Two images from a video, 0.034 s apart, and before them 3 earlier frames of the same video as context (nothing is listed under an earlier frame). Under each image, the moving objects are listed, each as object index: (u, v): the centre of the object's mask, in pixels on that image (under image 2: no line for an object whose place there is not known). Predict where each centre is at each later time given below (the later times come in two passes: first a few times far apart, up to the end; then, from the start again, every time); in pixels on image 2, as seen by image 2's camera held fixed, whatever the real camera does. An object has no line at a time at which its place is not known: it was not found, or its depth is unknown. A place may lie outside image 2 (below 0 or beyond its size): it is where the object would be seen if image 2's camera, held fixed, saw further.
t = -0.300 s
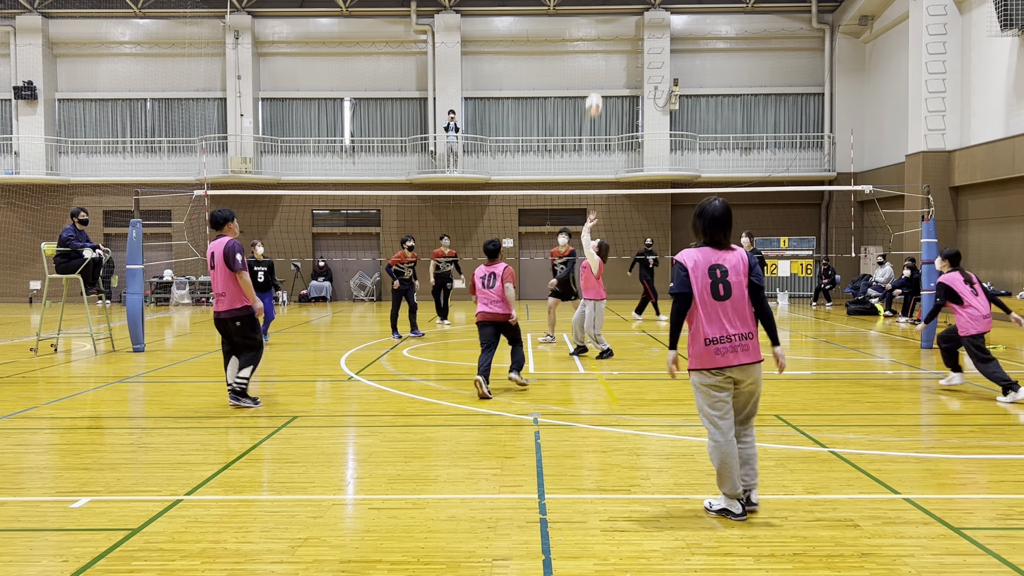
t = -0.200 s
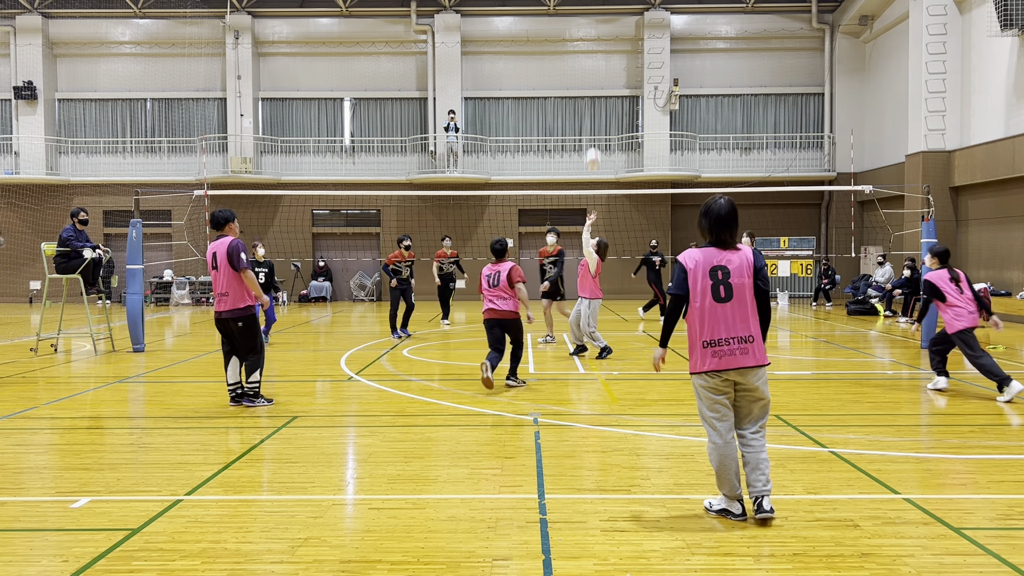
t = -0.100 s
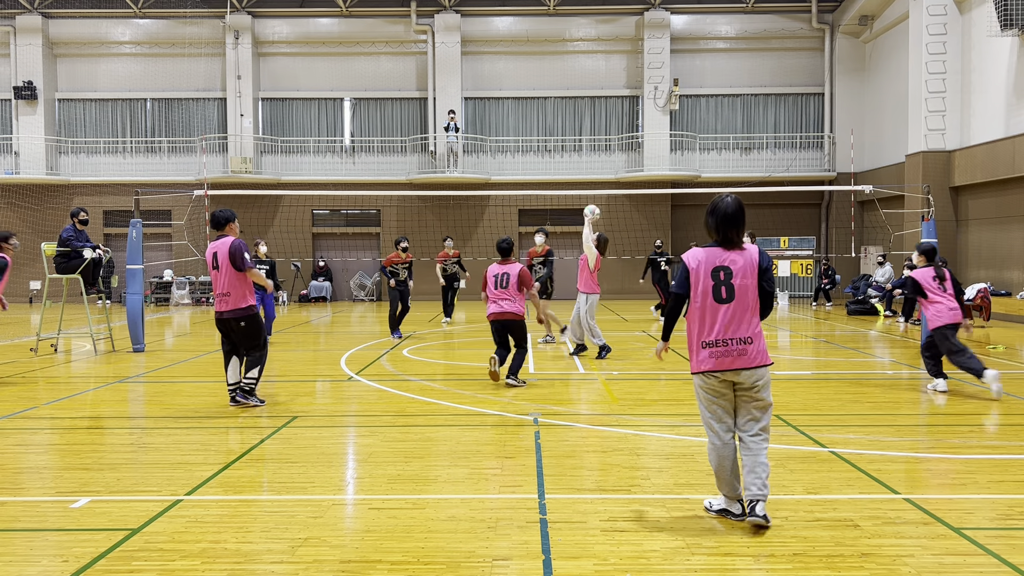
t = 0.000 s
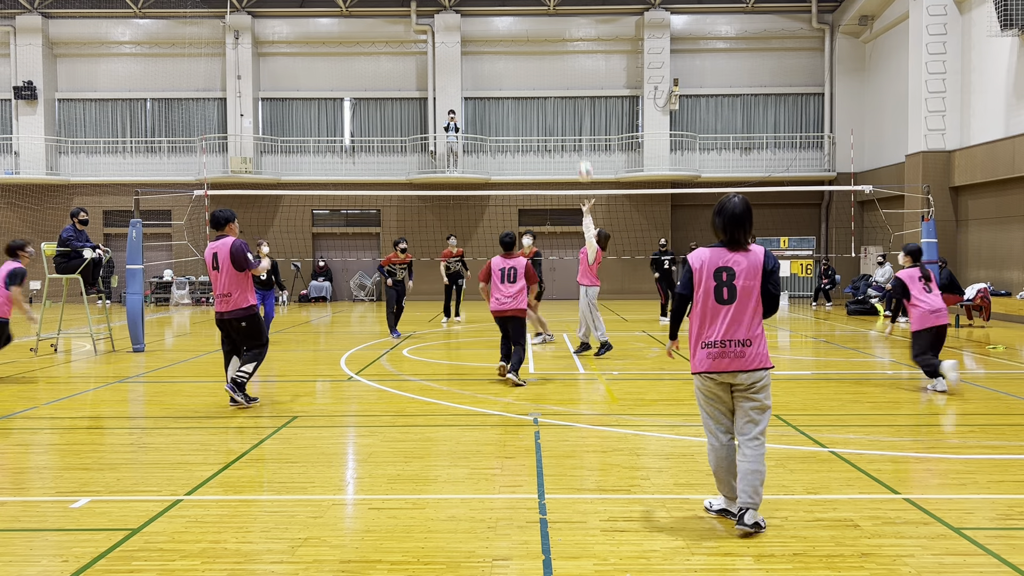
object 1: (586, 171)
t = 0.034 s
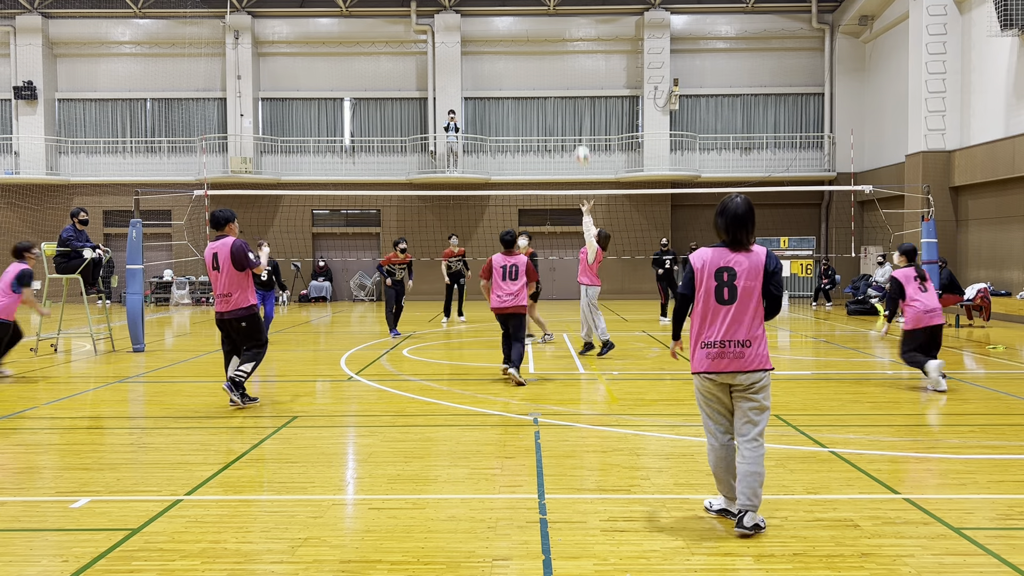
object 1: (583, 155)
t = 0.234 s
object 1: (566, 84)
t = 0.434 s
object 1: (549, 45)
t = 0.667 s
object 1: (531, 38)
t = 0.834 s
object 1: (518, 58)
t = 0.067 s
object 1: (579, 142)
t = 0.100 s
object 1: (577, 128)
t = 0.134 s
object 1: (574, 117)
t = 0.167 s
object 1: (572, 105)
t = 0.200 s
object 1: (569, 94)
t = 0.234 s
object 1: (566, 84)
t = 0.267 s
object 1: (563, 76)
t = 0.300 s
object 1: (560, 68)
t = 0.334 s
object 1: (557, 61)
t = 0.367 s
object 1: (555, 55)
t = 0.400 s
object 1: (552, 50)
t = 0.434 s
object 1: (549, 45)
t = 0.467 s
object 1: (547, 41)
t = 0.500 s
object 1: (544, 39)
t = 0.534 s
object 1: (541, 37)
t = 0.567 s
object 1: (539, 36)
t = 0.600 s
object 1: (536, 36)
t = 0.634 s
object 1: (533, 36)
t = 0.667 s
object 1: (531, 38)
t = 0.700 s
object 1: (528, 40)
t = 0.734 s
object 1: (525, 44)
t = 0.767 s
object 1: (523, 48)
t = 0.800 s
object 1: (520, 53)
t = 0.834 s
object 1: (518, 58)
